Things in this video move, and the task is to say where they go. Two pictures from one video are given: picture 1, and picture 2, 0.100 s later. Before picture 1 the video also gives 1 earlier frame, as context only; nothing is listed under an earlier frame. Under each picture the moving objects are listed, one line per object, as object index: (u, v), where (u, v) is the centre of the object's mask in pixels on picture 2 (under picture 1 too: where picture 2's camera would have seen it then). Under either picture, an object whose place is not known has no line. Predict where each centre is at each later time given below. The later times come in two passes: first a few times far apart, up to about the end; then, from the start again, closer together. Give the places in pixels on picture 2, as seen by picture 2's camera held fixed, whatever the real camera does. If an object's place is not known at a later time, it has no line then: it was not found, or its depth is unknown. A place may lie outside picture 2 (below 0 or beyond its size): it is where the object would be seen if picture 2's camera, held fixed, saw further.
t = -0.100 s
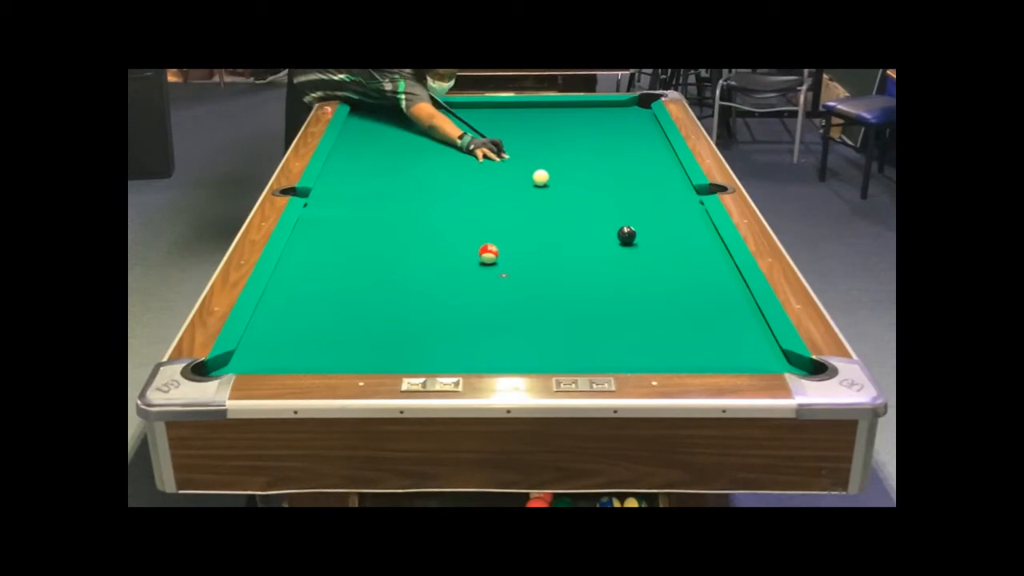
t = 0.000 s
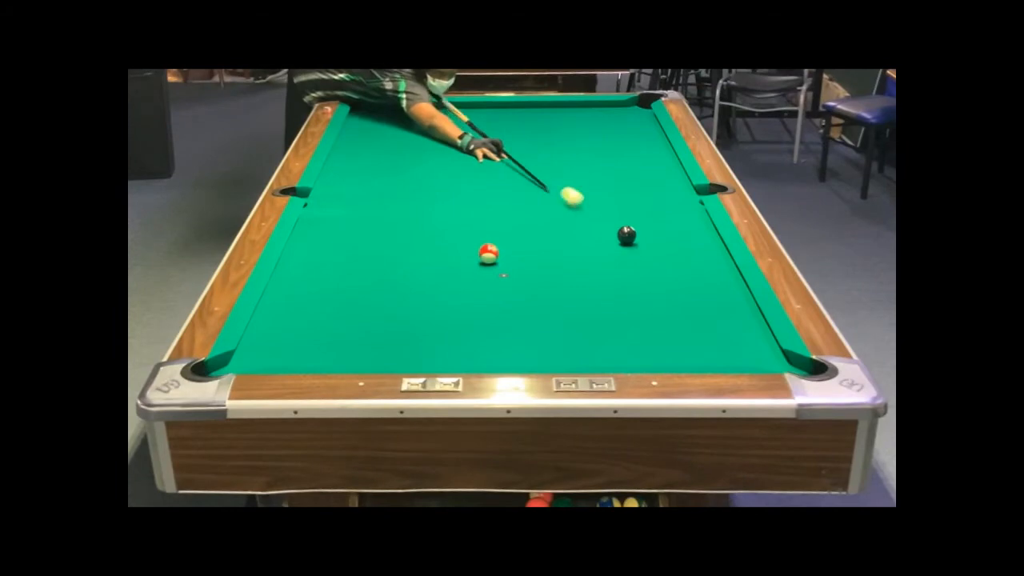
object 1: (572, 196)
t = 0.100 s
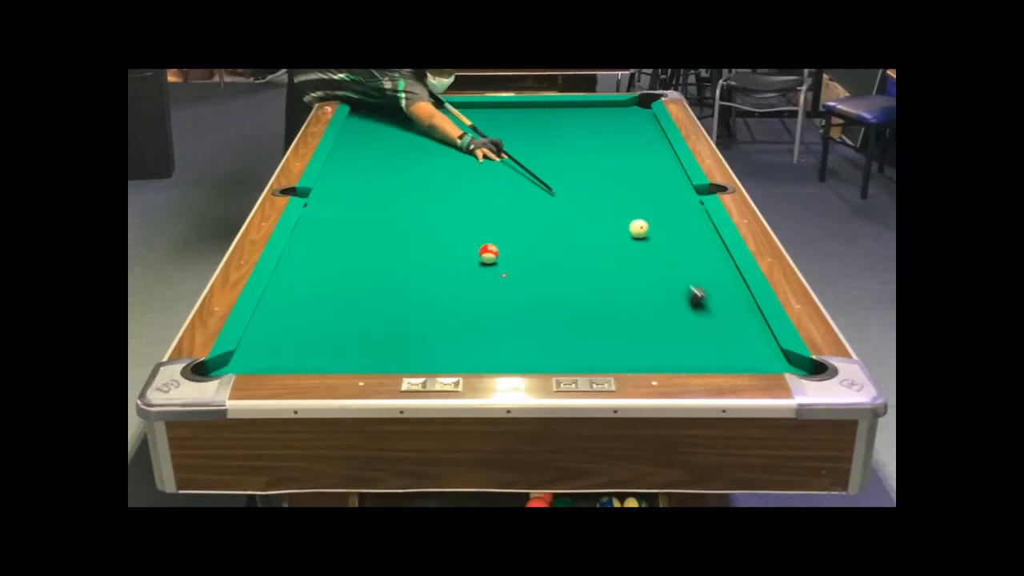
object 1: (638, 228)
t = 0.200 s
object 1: (666, 229)
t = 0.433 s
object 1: (697, 229)
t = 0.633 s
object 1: (673, 226)
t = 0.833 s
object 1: (654, 223)
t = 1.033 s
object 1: (639, 221)
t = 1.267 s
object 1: (627, 220)
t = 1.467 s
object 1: (621, 219)
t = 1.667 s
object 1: (618, 218)
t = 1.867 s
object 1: (618, 218)
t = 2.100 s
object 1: (618, 218)
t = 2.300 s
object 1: (618, 218)
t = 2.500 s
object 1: (618, 218)
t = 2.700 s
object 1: (618, 218)
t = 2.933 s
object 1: (618, 218)
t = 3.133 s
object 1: (618, 218)
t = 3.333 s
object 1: (618, 218)
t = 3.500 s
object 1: (615, 221)
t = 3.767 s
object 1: (618, 218)
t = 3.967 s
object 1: (618, 218)
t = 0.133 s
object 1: (648, 229)
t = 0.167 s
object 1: (657, 229)
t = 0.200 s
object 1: (666, 229)
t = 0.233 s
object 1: (675, 229)
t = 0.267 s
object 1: (684, 229)
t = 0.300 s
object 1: (693, 229)
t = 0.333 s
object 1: (702, 230)
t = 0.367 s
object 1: (706, 230)
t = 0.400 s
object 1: (701, 229)
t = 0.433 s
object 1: (697, 229)
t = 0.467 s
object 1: (692, 228)
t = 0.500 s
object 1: (688, 228)
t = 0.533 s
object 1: (684, 227)
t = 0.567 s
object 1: (680, 227)
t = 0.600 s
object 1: (677, 226)
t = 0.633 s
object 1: (673, 226)
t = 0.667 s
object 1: (670, 225)
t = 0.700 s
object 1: (666, 225)
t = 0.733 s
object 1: (663, 224)
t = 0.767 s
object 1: (660, 224)
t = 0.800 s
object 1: (657, 224)
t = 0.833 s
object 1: (654, 223)
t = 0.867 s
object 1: (651, 223)
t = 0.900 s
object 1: (649, 222)
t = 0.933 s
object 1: (646, 222)
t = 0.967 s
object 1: (643, 222)
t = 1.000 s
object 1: (642, 221)
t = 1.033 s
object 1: (639, 221)
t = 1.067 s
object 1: (637, 221)
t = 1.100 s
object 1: (635, 221)
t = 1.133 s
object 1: (633, 221)
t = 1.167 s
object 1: (631, 220)
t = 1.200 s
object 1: (630, 220)
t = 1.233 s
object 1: (628, 220)
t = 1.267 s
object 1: (627, 220)
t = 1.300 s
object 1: (626, 219)
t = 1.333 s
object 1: (624, 219)
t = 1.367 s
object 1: (623, 219)
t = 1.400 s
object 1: (622, 219)
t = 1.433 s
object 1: (621, 219)
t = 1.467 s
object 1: (621, 219)
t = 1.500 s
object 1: (620, 219)
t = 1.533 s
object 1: (619, 219)
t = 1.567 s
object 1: (619, 218)
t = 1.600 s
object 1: (618, 218)
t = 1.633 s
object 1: (618, 218)
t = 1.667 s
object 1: (618, 218)
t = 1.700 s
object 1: (618, 218)
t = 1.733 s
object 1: (618, 218)
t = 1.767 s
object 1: (618, 218)
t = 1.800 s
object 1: (618, 218)
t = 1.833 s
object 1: (618, 218)
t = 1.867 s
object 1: (618, 218)
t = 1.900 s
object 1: (618, 218)
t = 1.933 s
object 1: (618, 218)
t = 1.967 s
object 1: (618, 218)
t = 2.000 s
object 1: (618, 218)
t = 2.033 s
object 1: (618, 218)
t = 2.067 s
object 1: (618, 218)
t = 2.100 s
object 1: (618, 218)
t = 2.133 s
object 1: (618, 218)
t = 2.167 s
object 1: (618, 218)
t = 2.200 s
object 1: (618, 218)
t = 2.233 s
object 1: (618, 218)
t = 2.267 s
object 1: (618, 218)
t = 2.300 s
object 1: (618, 218)
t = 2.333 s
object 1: (618, 218)
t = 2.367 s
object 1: (618, 218)
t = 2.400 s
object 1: (618, 218)
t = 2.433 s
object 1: (618, 218)
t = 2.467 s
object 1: (618, 218)
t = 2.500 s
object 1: (618, 218)
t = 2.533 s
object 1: (618, 218)
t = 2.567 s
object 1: (618, 218)
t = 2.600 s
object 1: (618, 218)
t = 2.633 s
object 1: (618, 218)
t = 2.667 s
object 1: (618, 218)
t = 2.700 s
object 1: (618, 218)
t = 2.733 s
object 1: (618, 218)
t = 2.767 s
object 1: (618, 218)
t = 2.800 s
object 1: (618, 218)
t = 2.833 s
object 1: (618, 218)
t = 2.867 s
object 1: (618, 218)
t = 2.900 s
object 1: (618, 218)
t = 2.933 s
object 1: (618, 218)
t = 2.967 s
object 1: (618, 218)
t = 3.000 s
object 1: (618, 218)
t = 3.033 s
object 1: (618, 218)
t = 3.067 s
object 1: (618, 218)
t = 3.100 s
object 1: (618, 218)
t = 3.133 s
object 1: (618, 218)
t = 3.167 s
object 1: (618, 218)
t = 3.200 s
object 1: (618, 218)
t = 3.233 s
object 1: (618, 218)
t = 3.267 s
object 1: (618, 218)
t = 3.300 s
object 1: (618, 218)
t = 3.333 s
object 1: (618, 218)
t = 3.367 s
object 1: (618, 218)
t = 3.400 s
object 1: (618, 218)
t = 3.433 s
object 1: (618, 218)
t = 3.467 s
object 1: (618, 218)
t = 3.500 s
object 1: (615, 221)
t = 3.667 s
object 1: (619, 217)
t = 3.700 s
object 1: (618, 218)
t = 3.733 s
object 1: (618, 218)
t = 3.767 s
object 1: (618, 218)
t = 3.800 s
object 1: (618, 218)
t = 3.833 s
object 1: (618, 218)
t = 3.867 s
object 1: (618, 218)
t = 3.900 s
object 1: (618, 218)
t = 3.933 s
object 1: (618, 218)
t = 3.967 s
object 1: (618, 218)
